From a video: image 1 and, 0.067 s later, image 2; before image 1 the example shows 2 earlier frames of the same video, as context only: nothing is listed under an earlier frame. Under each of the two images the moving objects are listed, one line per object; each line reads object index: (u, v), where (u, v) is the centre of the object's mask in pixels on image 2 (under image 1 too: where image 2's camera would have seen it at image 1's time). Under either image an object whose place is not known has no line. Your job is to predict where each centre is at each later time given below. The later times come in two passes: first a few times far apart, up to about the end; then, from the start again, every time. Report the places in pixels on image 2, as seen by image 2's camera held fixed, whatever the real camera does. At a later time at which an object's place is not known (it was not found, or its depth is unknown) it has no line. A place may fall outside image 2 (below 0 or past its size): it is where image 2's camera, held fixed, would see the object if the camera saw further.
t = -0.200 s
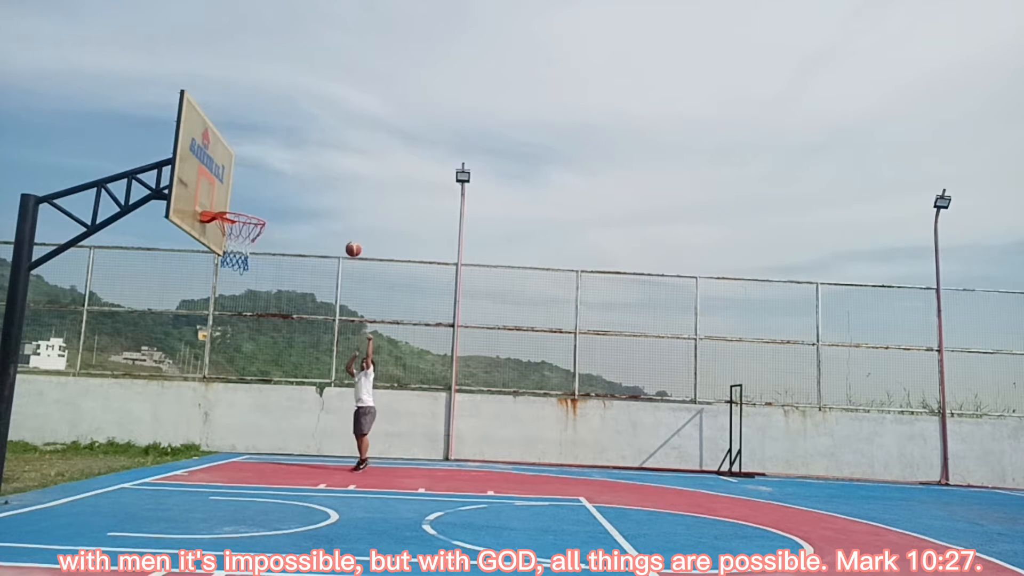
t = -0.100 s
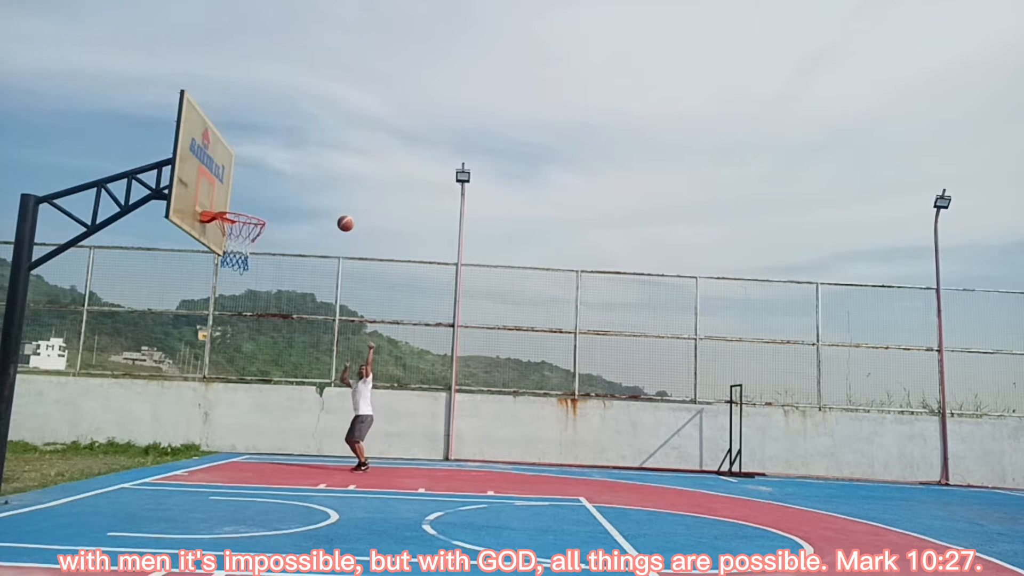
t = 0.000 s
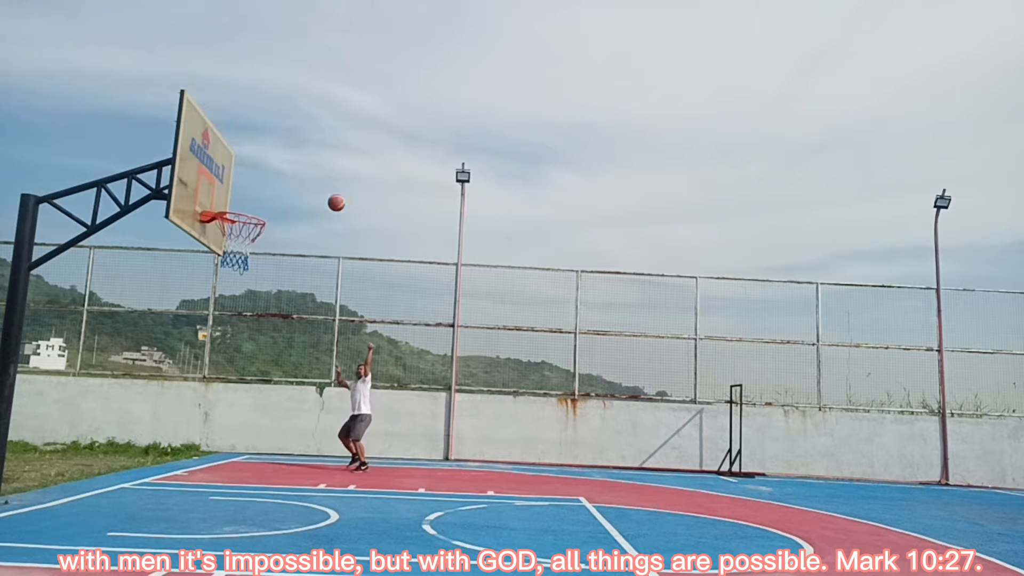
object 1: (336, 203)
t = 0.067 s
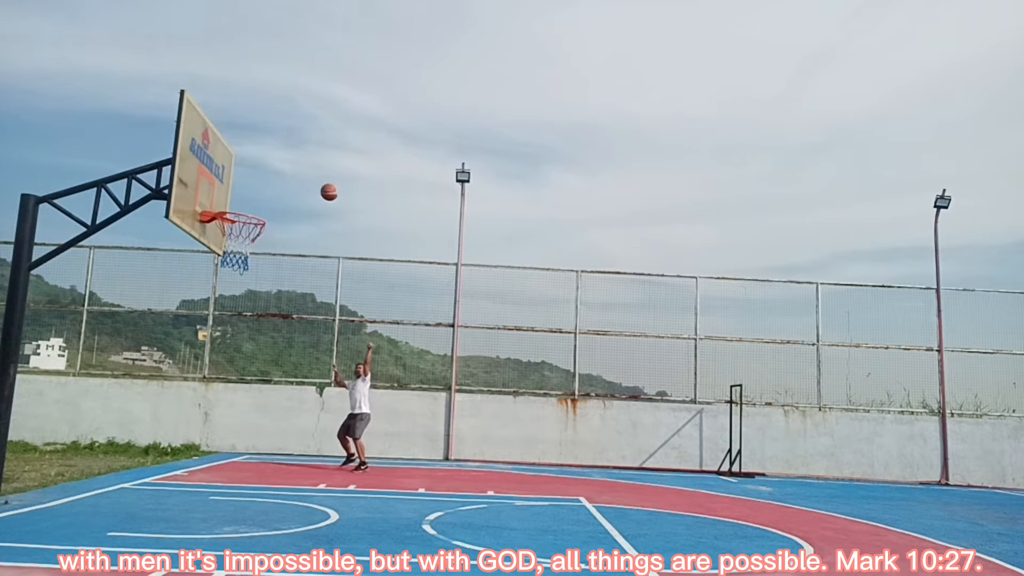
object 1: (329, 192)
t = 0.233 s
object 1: (309, 176)
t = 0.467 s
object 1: (271, 189)
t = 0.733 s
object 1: (229, 235)
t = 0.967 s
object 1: (239, 299)
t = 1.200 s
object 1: (241, 410)
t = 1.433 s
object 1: (252, 450)
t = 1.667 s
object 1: (275, 371)
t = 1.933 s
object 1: (293, 341)
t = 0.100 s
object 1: (325, 187)
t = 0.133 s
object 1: (322, 183)
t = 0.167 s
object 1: (318, 180)
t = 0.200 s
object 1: (313, 178)
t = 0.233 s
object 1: (309, 176)
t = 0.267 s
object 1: (304, 175)
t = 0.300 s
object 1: (299, 175)
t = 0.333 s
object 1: (294, 176)
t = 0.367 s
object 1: (289, 177)
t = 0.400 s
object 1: (283, 180)
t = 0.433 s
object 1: (277, 184)
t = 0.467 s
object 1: (271, 189)
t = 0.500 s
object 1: (265, 195)
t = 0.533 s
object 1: (257, 203)
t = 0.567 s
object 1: (250, 211)
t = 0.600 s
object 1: (242, 217)
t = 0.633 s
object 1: (231, 221)
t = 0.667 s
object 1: (225, 224)
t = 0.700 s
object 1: (227, 229)
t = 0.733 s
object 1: (229, 235)
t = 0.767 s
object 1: (233, 242)
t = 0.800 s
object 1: (235, 253)
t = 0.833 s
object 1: (234, 259)
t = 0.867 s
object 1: (235, 269)
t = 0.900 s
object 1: (237, 277)
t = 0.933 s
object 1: (238, 288)
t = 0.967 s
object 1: (239, 299)
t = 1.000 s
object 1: (240, 311)
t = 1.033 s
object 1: (240, 325)
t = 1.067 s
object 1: (241, 340)
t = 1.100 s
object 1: (242, 355)
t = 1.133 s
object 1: (241, 372)
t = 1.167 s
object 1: (241, 391)
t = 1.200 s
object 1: (241, 410)
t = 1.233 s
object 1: (241, 430)
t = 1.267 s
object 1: (241, 451)
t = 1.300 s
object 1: (240, 474)
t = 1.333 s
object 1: (241, 497)
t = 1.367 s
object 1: (244, 482)
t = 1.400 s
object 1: (248, 465)
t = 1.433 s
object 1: (252, 450)
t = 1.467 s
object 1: (255, 435)
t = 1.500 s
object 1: (259, 422)
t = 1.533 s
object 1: (262, 410)
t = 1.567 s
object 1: (265, 399)
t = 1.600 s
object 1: (269, 388)
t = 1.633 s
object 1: (271, 379)
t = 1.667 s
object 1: (275, 371)
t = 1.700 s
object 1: (277, 364)
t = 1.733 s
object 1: (280, 358)
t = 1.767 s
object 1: (283, 352)
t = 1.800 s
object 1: (285, 348)
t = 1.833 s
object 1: (287, 345)
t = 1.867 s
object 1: (289, 343)
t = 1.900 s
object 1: (291, 341)
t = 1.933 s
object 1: (293, 341)
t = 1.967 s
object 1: (295, 342)
